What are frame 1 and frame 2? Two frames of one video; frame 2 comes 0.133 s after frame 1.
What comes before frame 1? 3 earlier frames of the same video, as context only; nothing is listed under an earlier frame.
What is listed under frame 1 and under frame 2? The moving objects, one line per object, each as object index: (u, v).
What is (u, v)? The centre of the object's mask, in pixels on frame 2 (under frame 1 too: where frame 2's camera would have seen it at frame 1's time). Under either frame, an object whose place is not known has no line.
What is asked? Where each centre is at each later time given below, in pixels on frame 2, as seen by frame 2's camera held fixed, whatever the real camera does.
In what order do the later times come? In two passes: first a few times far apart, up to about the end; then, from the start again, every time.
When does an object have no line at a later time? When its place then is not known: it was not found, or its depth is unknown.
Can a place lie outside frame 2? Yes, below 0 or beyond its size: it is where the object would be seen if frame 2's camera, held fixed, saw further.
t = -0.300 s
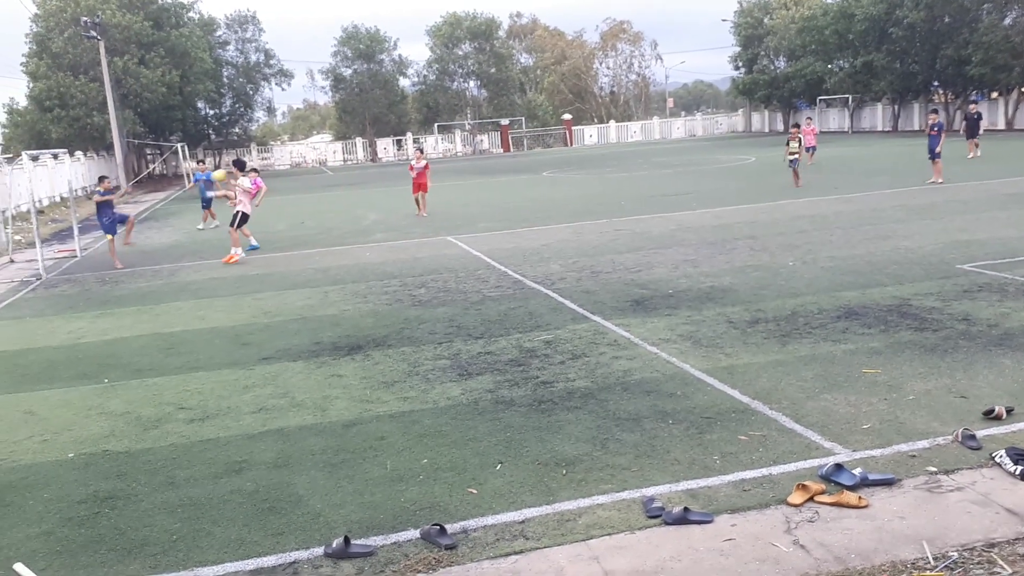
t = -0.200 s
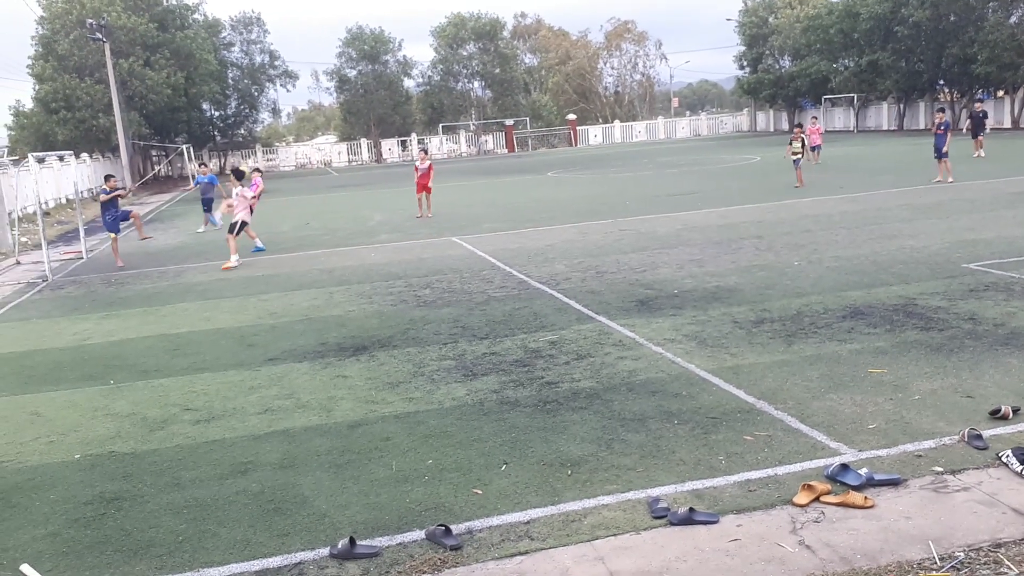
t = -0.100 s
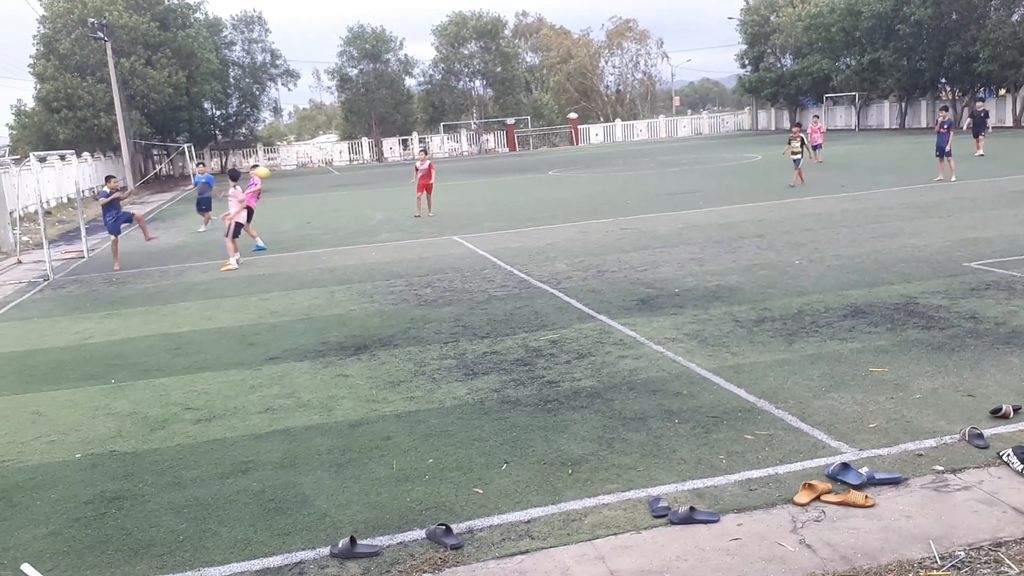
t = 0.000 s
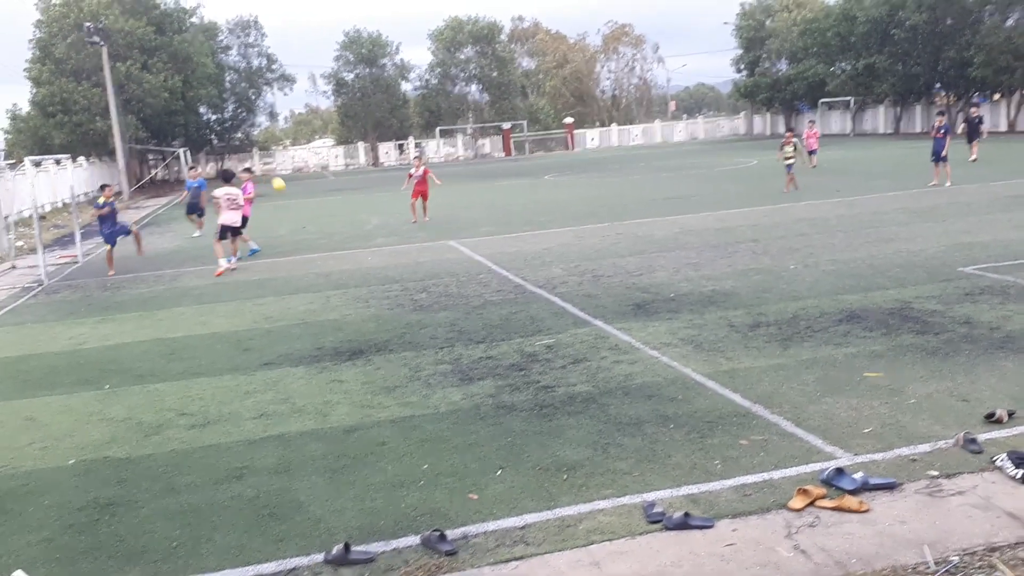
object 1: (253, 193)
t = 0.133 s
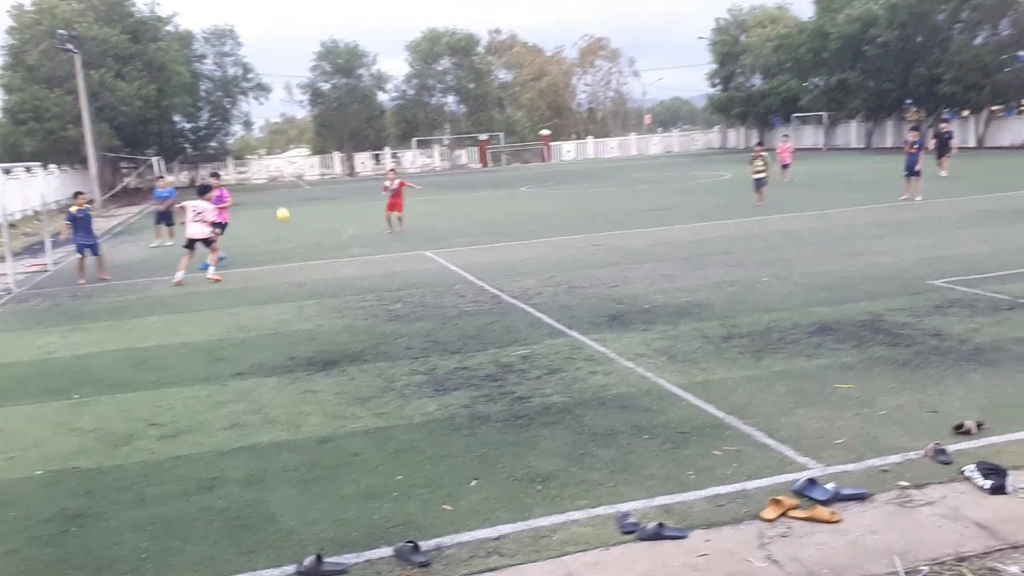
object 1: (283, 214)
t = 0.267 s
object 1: (314, 247)
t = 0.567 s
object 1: (373, 242)
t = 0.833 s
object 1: (429, 245)
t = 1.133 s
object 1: (501, 277)
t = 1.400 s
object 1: (568, 270)
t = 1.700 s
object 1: (658, 301)
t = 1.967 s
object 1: (753, 316)
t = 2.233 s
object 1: (863, 325)
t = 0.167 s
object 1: (291, 221)
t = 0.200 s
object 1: (299, 229)
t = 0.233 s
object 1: (307, 238)
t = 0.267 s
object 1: (314, 247)
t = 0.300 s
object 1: (323, 257)
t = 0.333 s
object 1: (331, 270)
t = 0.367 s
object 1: (338, 271)
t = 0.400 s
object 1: (343, 264)
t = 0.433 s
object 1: (348, 258)
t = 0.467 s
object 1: (354, 253)
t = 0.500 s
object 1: (360, 249)
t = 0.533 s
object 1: (367, 245)
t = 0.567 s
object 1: (373, 242)
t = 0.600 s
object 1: (379, 240)
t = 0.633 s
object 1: (386, 238)
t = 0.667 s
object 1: (392, 238)
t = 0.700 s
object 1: (399, 238)
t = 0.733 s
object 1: (406, 238)
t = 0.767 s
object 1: (414, 240)
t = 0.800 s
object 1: (422, 242)
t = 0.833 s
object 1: (429, 245)
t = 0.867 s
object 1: (436, 249)
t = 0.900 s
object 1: (445, 254)
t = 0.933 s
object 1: (453, 260)
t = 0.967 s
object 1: (461, 267)
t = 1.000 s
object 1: (469, 275)
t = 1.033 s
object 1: (477, 284)
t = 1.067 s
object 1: (486, 287)
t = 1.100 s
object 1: (494, 281)
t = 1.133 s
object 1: (501, 277)
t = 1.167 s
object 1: (509, 273)
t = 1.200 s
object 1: (516, 270)
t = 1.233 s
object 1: (525, 268)
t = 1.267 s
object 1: (533, 267)
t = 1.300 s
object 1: (541, 266)
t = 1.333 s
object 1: (549, 266)
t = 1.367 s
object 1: (559, 268)
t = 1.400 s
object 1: (568, 270)
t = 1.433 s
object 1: (577, 273)
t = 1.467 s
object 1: (586, 277)
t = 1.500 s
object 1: (596, 283)
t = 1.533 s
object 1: (606, 289)
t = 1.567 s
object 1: (616, 297)
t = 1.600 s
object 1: (626, 305)
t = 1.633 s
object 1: (637, 303)
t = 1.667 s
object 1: (647, 301)
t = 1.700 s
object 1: (658, 301)
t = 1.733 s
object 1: (668, 301)
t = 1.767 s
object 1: (679, 302)
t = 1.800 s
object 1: (691, 305)
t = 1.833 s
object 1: (703, 308)
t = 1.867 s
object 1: (715, 314)
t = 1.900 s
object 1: (727, 316)
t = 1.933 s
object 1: (740, 315)
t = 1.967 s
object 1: (753, 316)
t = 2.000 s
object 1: (765, 317)
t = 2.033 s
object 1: (778, 319)
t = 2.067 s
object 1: (792, 323)
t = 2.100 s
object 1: (806, 325)
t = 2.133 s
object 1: (819, 323)
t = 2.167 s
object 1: (834, 322)
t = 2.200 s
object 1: (848, 323)
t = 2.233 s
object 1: (863, 325)
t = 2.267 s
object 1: (879, 329)
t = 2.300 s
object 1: (894, 334)
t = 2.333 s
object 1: (910, 335)
